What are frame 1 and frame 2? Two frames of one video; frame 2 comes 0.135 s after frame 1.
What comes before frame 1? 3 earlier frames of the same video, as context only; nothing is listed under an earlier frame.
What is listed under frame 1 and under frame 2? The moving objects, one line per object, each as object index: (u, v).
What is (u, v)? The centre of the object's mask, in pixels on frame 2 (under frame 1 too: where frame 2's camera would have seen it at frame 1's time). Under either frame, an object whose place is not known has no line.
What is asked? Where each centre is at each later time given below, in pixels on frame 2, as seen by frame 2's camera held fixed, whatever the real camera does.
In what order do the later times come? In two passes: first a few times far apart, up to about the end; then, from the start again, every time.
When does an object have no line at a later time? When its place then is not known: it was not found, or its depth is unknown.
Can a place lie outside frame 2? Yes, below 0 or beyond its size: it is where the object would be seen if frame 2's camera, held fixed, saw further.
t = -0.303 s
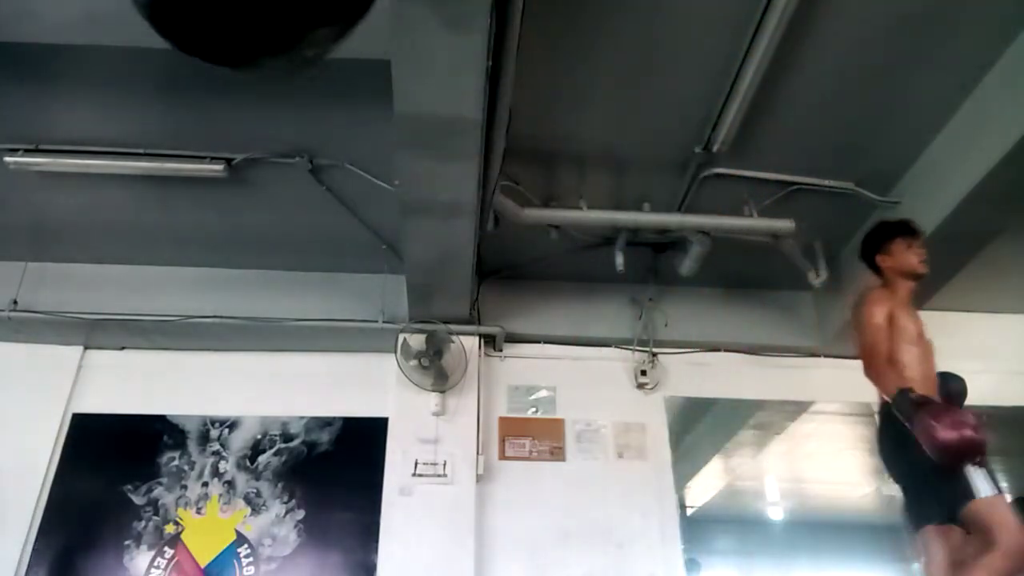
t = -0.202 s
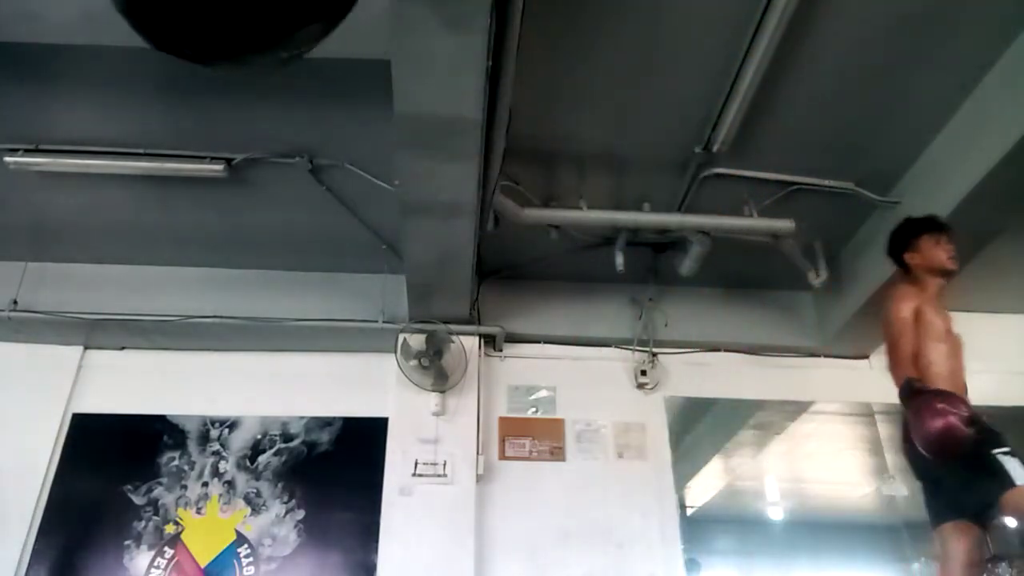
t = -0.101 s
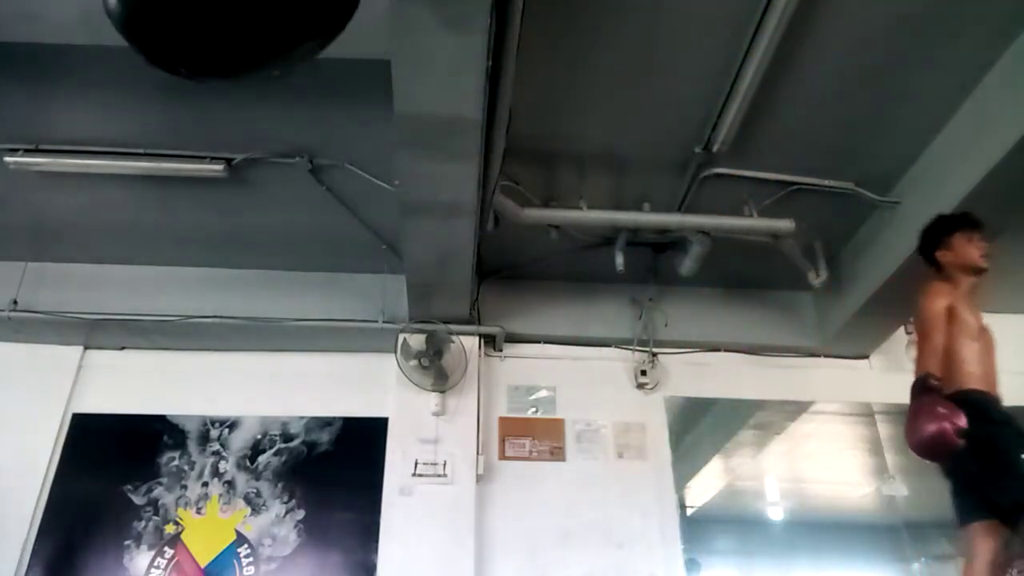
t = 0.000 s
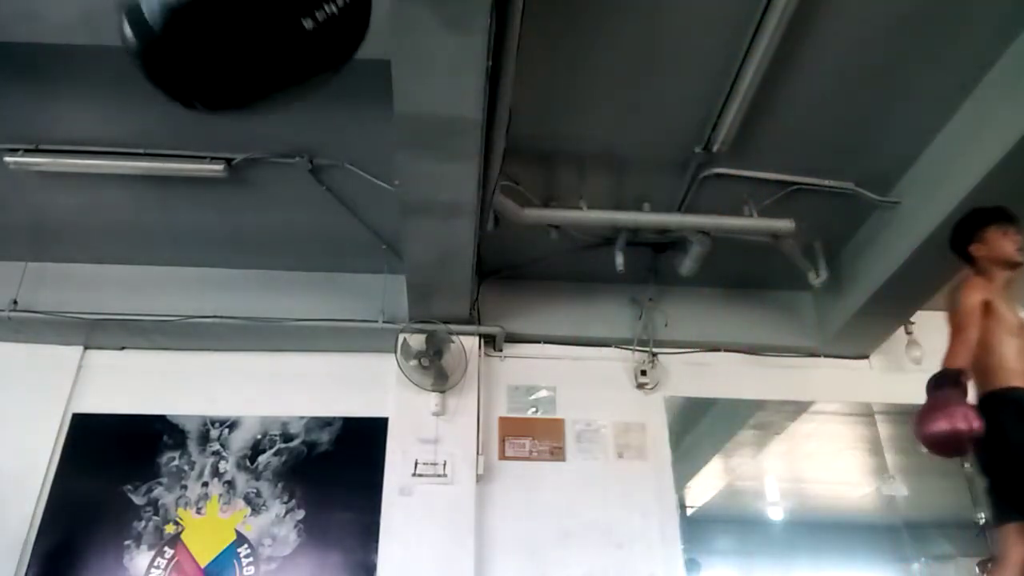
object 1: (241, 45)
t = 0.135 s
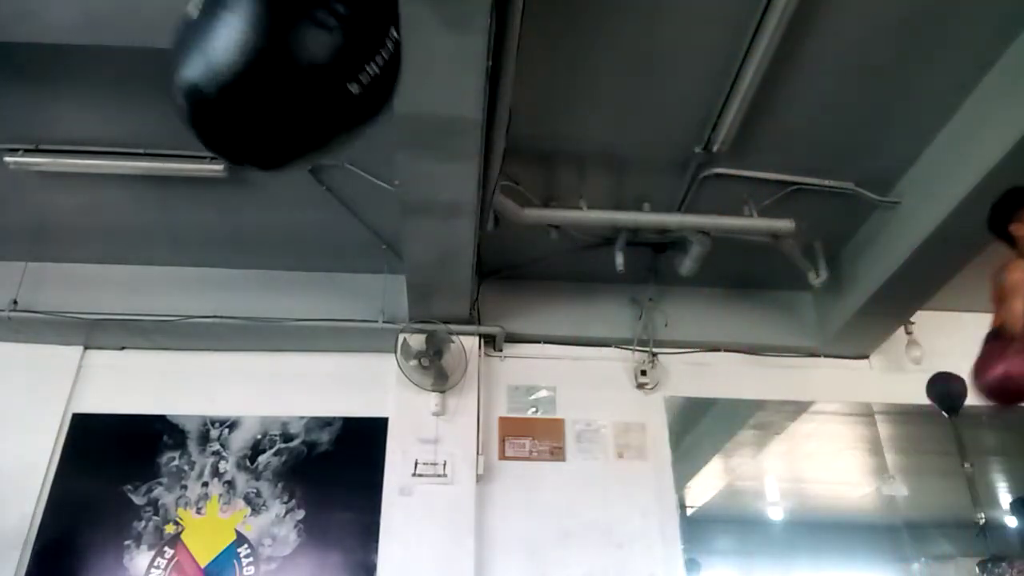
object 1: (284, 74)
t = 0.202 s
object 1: (315, 91)
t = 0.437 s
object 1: (428, 146)
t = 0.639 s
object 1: (503, 153)
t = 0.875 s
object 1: (550, 145)
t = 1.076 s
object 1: (555, 137)
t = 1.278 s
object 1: (518, 122)
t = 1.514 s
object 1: (410, 82)
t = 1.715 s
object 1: (293, 50)
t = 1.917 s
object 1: (228, 38)
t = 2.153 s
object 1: (234, 56)
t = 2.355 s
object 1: (309, 93)
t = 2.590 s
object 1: (431, 142)
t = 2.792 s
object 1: (514, 153)
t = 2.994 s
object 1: (560, 140)
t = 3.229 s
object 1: (569, 129)
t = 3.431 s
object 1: (527, 116)
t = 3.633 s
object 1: (426, 90)
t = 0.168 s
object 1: (299, 82)
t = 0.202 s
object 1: (315, 91)
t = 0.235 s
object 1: (331, 100)
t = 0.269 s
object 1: (348, 108)
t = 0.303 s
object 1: (364, 116)
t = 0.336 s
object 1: (380, 125)
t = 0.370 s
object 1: (395, 133)
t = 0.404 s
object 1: (411, 139)
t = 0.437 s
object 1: (428, 146)
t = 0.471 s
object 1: (442, 150)
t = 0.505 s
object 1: (457, 153)
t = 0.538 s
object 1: (470, 154)
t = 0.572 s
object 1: (482, 152)
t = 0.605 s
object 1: (493, 153)
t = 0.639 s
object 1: (503, 153)
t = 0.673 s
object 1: (512, 152)
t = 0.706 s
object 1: (521, 152)
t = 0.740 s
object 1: (529, 151)
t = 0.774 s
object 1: (535, 150)
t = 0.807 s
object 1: (541, 149)
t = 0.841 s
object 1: (546, 147)
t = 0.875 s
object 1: (550, 145)
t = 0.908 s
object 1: (553, 144)
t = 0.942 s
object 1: (555, 143)
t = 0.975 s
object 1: (556, 141)
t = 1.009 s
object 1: (557, 140)
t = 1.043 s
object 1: (556, 139)
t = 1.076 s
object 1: (555, 137)
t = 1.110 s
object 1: (552, 135)
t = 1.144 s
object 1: (549, 133)
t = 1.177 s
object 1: (543, 131)
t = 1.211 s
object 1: (536, 128)
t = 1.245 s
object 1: (528, 125)
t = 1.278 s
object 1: (518, 122)
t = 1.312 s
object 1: (507, 117)
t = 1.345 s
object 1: (494, 113)
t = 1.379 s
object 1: (479, 107)
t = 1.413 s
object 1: (464, 102)
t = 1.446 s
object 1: (446, 95)
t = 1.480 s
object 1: (428, 89)
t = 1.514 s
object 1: (410, 82)
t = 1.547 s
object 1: (388, 75)
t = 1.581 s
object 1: (367, 70)
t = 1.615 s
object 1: (348, 65)
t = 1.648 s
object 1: (328, 59)
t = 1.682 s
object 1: (311, 54)
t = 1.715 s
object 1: (293, 50)
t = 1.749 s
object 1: (278, 46)
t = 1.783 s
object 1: (264, 43)
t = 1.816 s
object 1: (253, 41)
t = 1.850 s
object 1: (243, 39)
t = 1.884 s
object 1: (235, 38)
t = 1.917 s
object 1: (228, 38)
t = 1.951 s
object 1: (223, 38)
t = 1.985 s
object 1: (220, 39)
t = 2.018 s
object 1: (219, 41)
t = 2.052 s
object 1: (220, 44)
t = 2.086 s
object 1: (223, 47)
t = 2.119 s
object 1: (227, 51)
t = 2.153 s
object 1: (234, 56)
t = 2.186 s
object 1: (242, 61)
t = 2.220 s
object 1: (253, 66)
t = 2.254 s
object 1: (265, 73)
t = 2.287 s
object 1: (279, 79)
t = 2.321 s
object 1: (294, 86)
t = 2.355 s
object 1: (309, 93)
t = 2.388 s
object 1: (326, 101)
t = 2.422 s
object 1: (344, 108)
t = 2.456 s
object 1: (361, 116)
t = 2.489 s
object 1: (378, 124)
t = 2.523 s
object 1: (397, 130)
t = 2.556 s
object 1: (414, 137)
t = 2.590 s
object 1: (431, 142)
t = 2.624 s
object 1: (447, 145)
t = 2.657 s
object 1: (462, 148)
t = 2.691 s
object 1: (476, 150)
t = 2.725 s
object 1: (490, 152)
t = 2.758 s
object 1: (502, 153)
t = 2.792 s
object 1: (514, 153)
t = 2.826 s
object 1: (524, 151)
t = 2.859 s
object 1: (533, 151)
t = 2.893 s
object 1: (541, 146)
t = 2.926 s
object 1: (548, 144)
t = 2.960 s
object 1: (555, 142)
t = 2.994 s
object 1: (560, 140)
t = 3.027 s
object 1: (564, 139)
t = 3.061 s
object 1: (567, 137)
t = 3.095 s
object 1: (570, 135)
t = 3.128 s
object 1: (571, 133)
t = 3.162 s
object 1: (571, 132)
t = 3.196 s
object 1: (571, 130)
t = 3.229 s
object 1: (569, 129)
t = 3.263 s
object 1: (565, 127)
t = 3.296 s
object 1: (561, 126)
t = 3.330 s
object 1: (555, 123)
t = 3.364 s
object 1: (547, 121)
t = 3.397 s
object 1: (538, 119)
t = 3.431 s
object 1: (527, 116)
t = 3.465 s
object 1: (515, 112)
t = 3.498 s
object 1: (500, 109)
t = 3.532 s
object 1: (484, 104)
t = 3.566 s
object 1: (467, 100)
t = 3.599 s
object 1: (447, 94)
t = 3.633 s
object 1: (426, 90)
